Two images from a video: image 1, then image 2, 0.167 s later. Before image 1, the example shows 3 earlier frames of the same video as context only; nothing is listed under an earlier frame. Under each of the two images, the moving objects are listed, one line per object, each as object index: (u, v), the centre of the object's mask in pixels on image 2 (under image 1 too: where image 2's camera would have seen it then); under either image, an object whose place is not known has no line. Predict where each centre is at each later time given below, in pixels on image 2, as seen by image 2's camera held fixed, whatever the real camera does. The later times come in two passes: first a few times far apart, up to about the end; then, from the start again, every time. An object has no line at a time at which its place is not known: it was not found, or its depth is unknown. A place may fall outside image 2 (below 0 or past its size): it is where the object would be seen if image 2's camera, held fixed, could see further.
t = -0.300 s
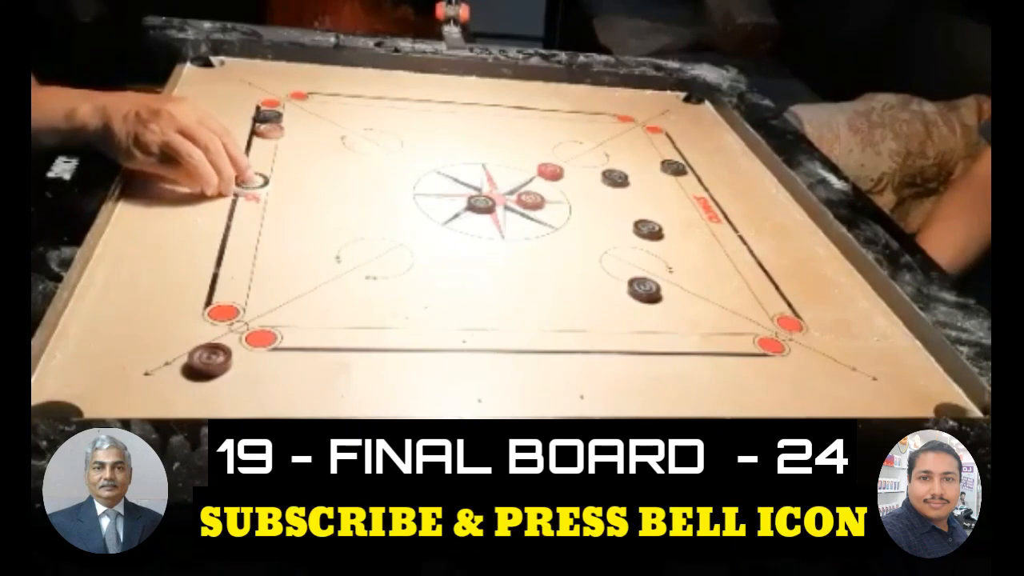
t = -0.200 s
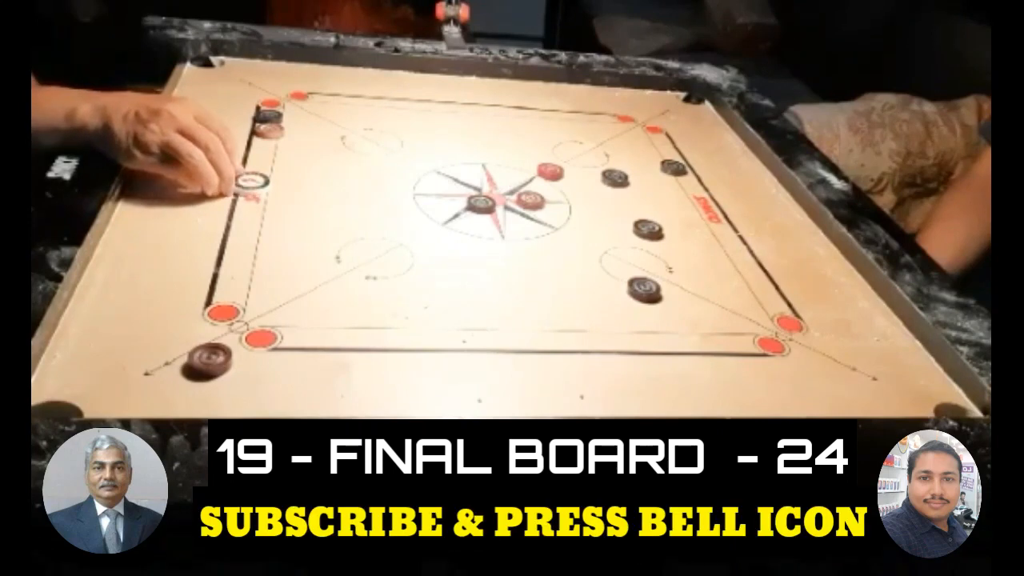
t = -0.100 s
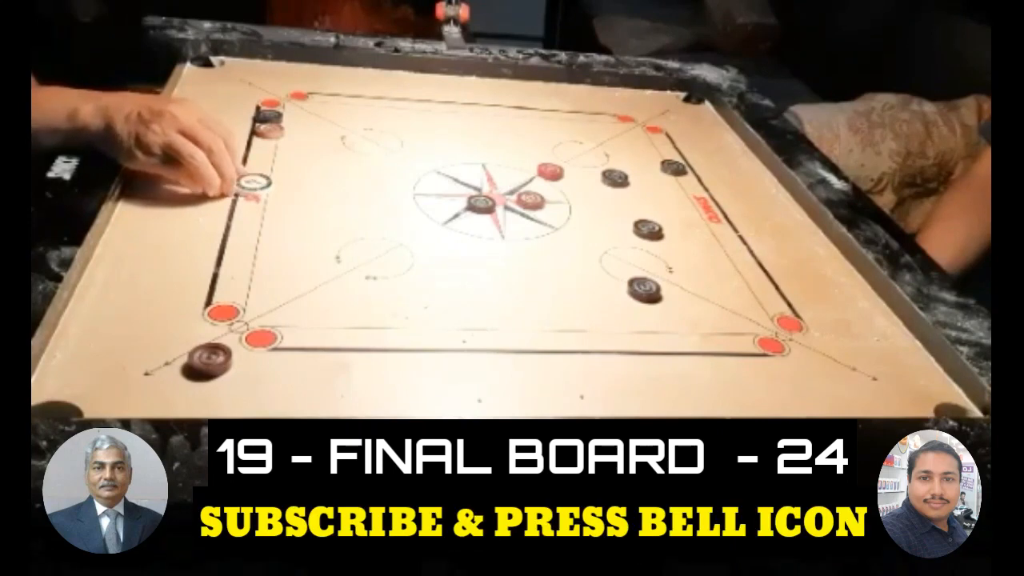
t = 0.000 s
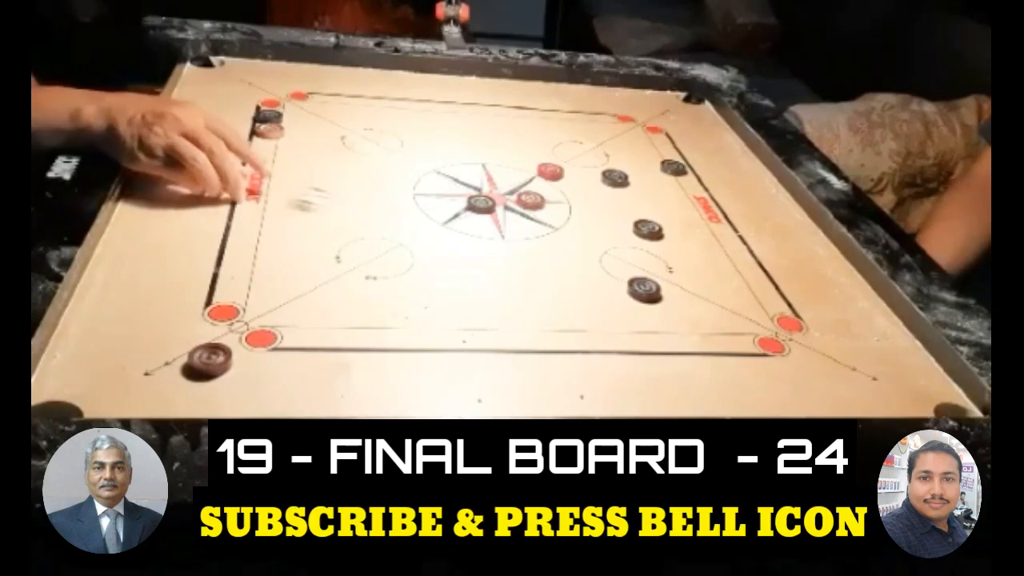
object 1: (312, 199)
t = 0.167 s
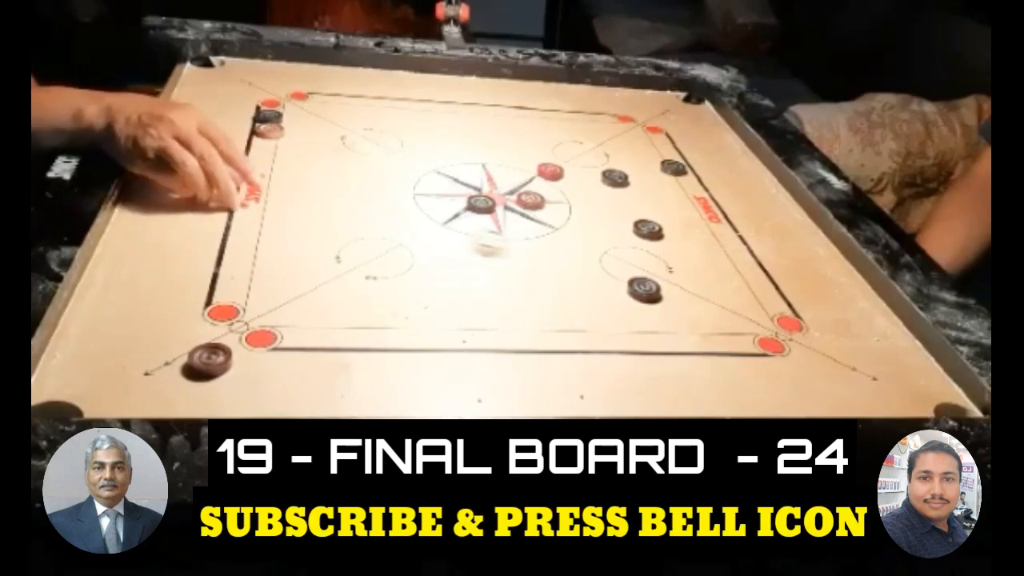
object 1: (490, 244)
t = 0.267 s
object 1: (587, 266)
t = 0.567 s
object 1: (716, 282)
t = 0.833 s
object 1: (743, 283)
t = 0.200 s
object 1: (520, 250)
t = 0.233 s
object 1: (556, 259)
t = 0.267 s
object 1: (587, 266)
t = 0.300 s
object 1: (615, 272)
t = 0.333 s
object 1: (632, 275)
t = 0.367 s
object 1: (648, 276)
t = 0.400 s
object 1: (662, 277)
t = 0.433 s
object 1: (676, 279)
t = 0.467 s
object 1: (688, 279)
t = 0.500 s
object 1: (699, 281)
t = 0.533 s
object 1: (709, 281)
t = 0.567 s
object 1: (716, 282)
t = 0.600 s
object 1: (724, 282)
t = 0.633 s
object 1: (730, 283)
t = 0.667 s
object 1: (735, 283)
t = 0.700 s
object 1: (739, 283)
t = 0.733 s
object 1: (742, 284)
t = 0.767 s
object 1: (743, 283)
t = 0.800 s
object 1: (743, 283)
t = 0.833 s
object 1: (743, 283)
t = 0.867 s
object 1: (744, 283)
